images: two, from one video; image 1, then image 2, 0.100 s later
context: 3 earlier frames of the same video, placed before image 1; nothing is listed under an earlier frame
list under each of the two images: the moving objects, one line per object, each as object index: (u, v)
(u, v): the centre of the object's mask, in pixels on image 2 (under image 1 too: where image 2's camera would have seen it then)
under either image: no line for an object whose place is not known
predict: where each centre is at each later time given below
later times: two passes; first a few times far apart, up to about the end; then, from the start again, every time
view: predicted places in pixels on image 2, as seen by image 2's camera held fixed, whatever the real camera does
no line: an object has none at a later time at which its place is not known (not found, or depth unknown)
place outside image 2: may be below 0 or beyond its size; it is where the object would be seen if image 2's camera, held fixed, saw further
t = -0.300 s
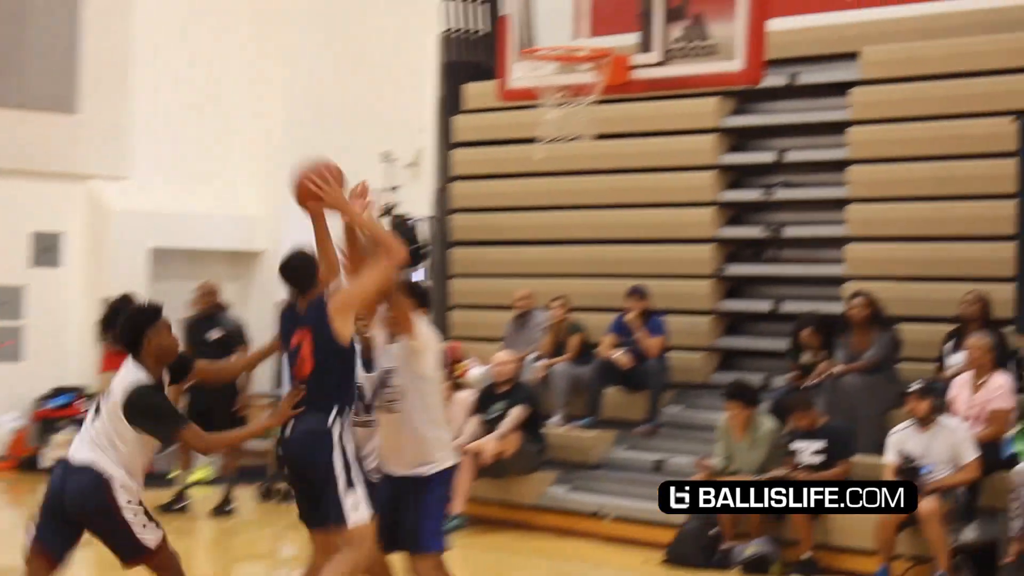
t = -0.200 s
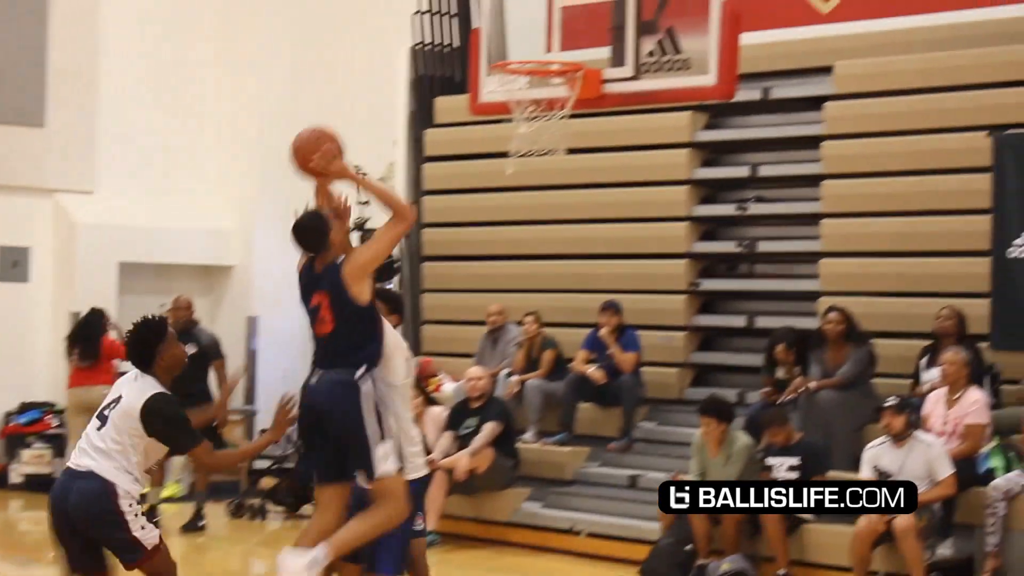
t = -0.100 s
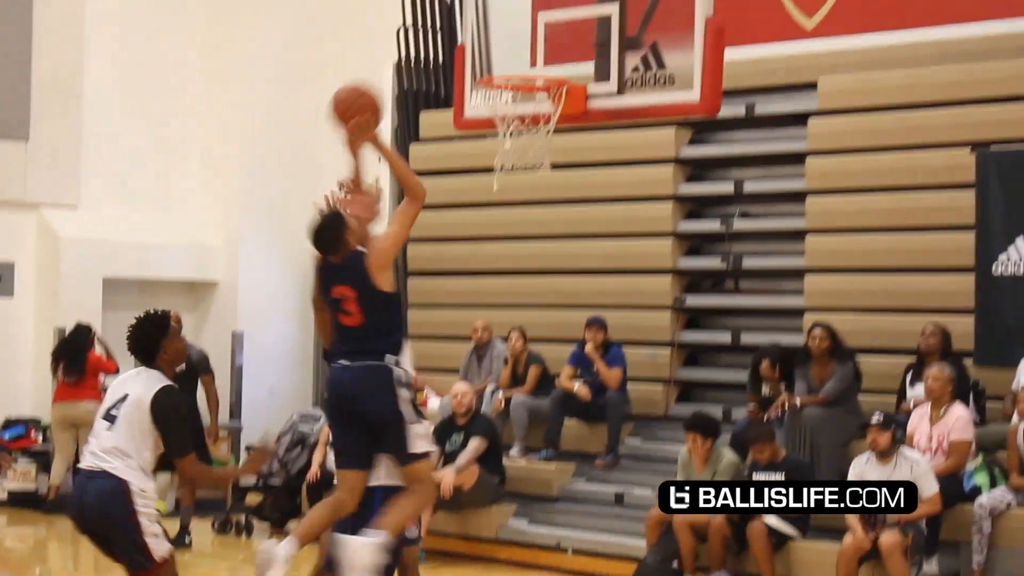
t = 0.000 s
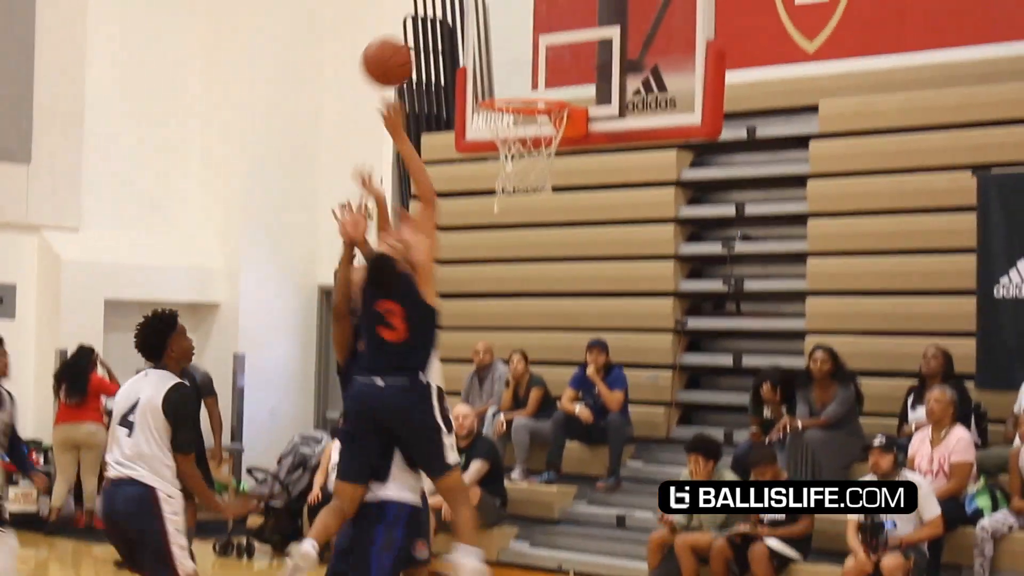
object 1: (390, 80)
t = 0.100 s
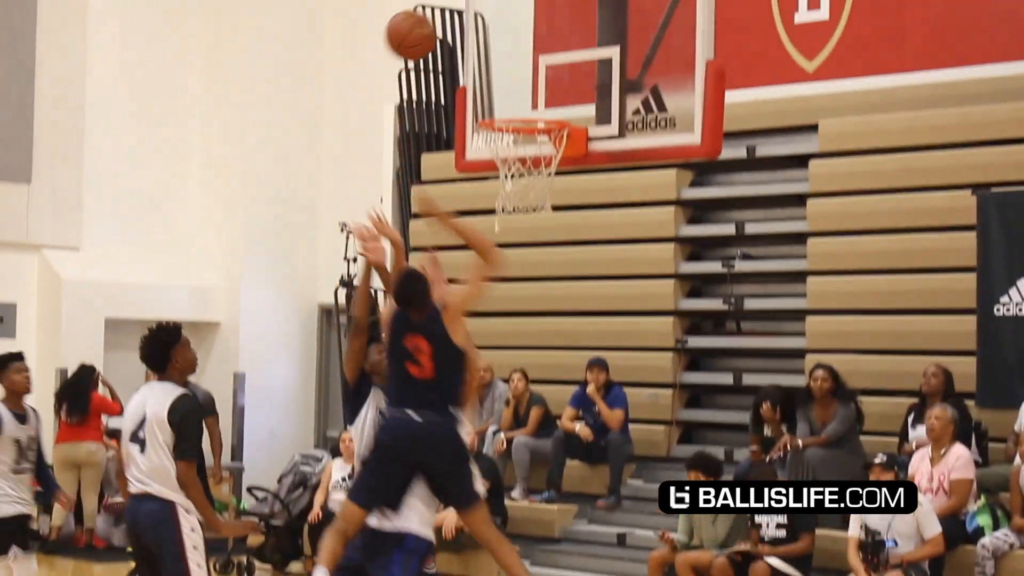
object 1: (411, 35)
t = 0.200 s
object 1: (434, 10)
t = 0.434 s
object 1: (478, 35)
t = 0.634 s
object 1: (503, 89)
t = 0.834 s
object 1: (515, 97)
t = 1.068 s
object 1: (533, 101)
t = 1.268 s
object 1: (538, 123)
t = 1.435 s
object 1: (543, 165)
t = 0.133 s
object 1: (418, 24)
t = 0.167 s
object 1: (427, 16)
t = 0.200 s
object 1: (434, 10)
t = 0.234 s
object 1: (440, 7)
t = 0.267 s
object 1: (446, 7)
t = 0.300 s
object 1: (453, 8)
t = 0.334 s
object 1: (460, 12)
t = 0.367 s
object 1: (466, 18)
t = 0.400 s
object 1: (472, 25)
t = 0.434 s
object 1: (478, 35)
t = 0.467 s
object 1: (483, 48)
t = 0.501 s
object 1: (488, 63)
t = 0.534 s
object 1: (494, 79)
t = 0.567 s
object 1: (499, 95)
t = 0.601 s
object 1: (501, 95)
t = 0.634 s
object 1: (503, 89)
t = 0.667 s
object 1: (505, 86)
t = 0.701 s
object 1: (507, 84)
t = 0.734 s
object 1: (509, 85)
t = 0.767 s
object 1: (511, 88)
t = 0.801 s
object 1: (512, 93)
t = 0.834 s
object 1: (515, 97)
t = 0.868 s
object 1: (517, 96)
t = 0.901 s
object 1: (520, 95)
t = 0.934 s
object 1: (523, 96)
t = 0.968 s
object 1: (526, 99)
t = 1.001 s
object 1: (528, 100)
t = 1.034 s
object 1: (531, 100)
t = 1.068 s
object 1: (533, 101)
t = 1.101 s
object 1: (534, 102)
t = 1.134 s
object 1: (536, 103)
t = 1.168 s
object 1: (537, 105)
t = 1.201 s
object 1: (538, 109)
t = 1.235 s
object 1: (538, 116)
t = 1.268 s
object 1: (538, 123)
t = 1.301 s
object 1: (539, 131)
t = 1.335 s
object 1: (540, 143)
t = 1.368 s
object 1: (539, 151)
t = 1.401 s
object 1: (540, 161)
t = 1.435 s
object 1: (543, 165)
